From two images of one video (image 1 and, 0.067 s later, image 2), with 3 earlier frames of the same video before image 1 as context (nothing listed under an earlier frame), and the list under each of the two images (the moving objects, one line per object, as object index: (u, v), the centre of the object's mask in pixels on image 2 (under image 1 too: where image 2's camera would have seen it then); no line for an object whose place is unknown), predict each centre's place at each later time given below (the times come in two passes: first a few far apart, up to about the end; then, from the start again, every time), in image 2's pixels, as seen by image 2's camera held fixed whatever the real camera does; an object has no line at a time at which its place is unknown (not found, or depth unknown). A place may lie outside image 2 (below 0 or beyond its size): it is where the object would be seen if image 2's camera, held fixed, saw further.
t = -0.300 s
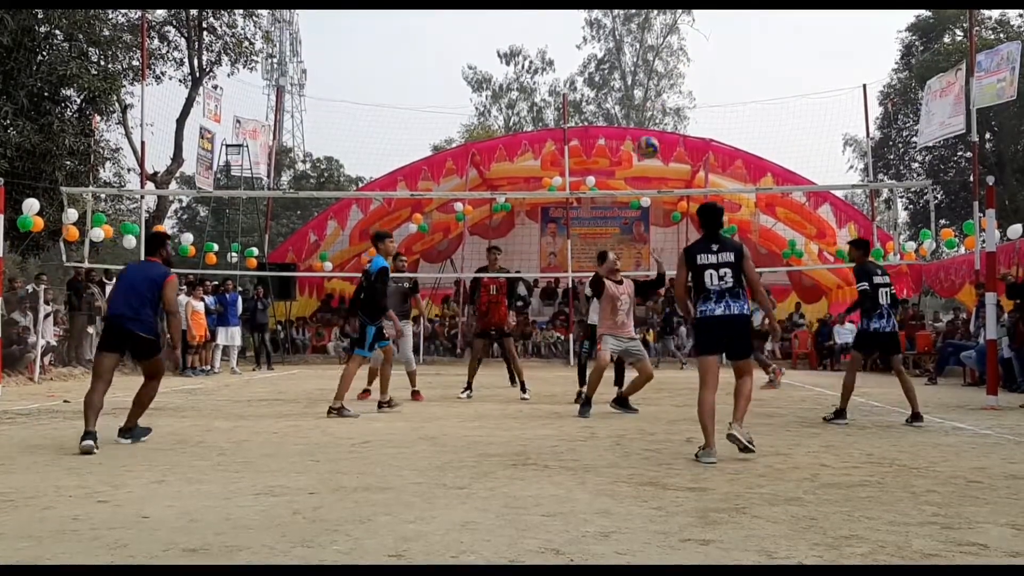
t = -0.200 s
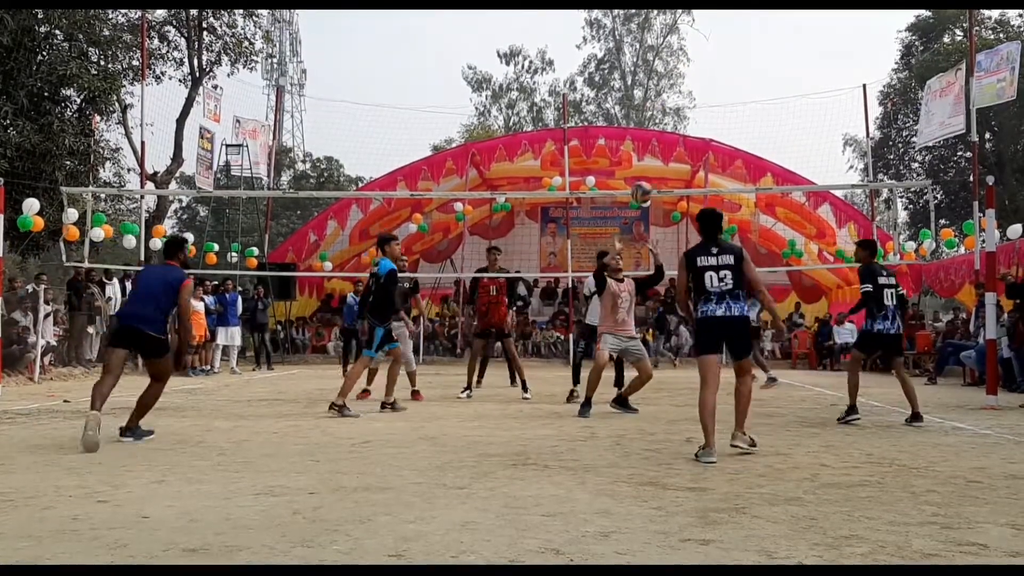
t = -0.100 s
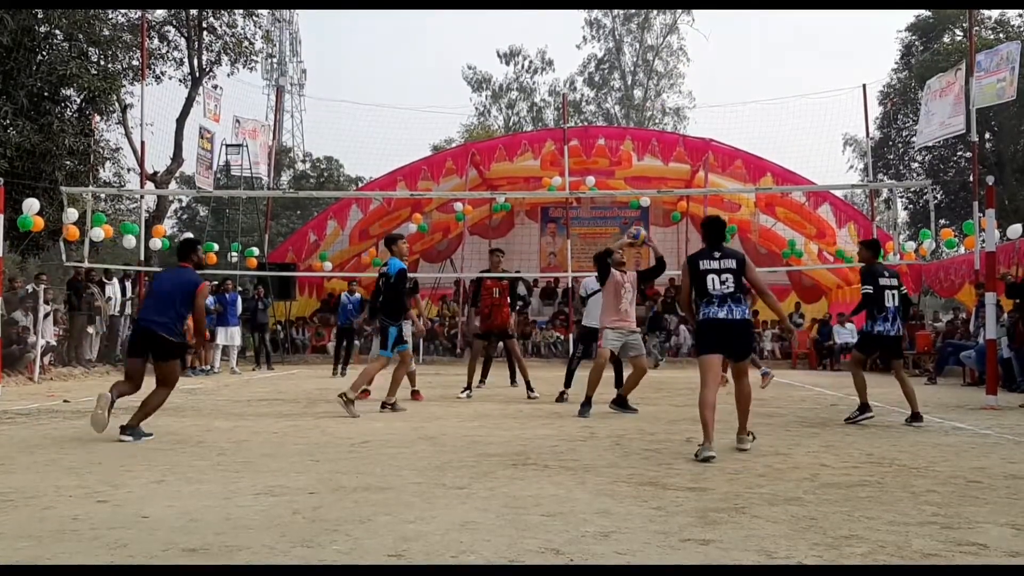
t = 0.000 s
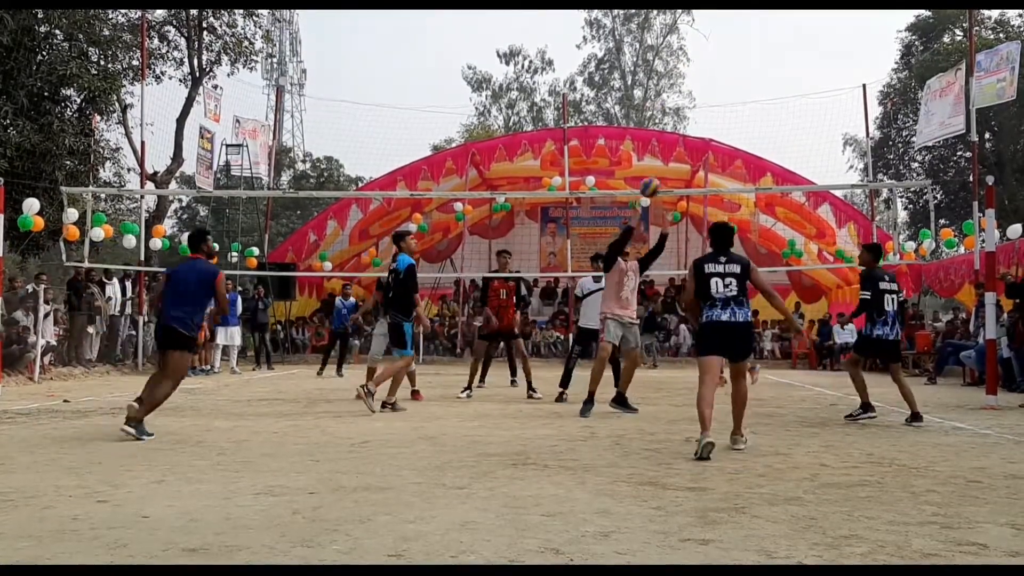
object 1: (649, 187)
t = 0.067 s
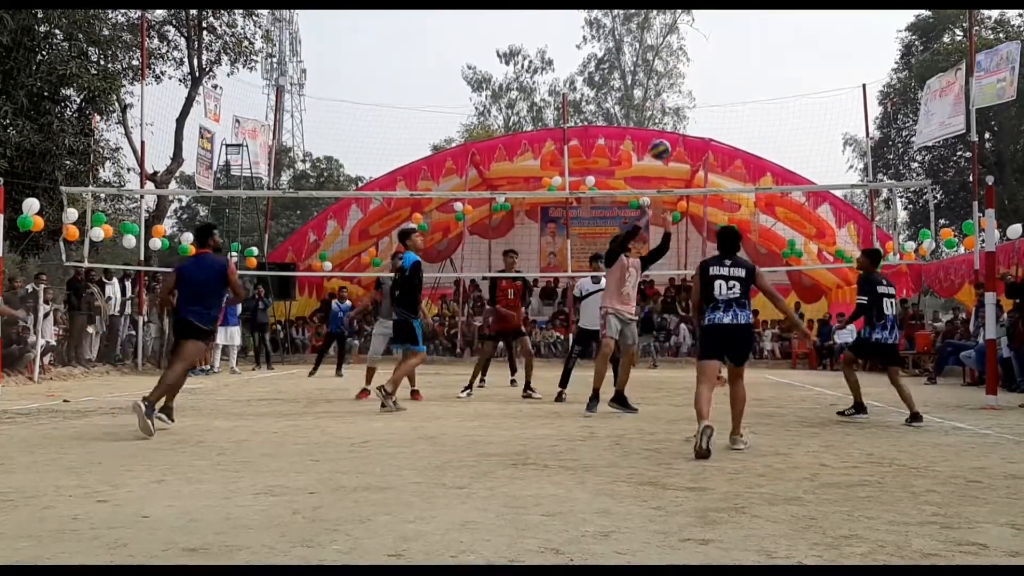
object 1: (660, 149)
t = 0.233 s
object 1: (685, 76)
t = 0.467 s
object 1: (720, 21)
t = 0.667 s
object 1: (747, 17)
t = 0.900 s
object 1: (777, 57)
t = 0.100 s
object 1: (665, 132)
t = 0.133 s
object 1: (670, 116)
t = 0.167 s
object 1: (675, 103)
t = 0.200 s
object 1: (680, 88)
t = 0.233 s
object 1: (685, 76)
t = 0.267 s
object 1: (690, 65)
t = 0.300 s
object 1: (695, 54)
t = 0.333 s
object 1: (700, 45)
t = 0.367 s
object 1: (705, 38)
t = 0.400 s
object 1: (710, 31)
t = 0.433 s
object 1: (715, 25)
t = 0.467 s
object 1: (720, 21)
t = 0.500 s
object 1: (724, 18)
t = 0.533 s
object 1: (729, 17)
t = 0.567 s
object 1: (733, 16)
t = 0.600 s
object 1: (738, 16)
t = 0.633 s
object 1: (742, 16)
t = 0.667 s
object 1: (747, 17)
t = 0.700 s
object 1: (752, 19)
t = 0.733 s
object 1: (756, 23)
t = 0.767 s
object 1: (760, 28)
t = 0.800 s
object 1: (765, 34)
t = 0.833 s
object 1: (769, 40)
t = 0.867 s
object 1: (773, 48)
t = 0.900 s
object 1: (777, 57)
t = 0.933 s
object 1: (781, 67)
